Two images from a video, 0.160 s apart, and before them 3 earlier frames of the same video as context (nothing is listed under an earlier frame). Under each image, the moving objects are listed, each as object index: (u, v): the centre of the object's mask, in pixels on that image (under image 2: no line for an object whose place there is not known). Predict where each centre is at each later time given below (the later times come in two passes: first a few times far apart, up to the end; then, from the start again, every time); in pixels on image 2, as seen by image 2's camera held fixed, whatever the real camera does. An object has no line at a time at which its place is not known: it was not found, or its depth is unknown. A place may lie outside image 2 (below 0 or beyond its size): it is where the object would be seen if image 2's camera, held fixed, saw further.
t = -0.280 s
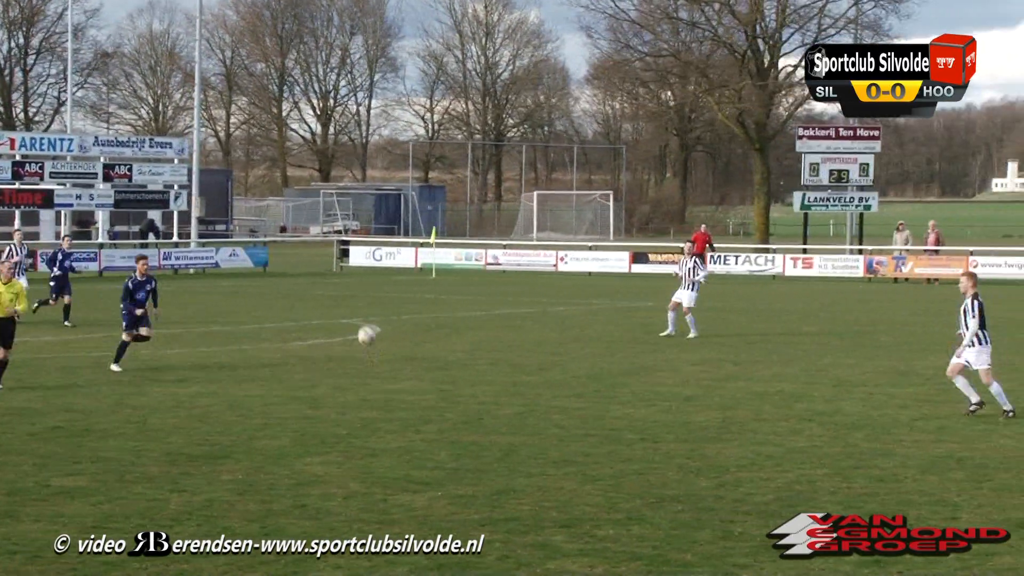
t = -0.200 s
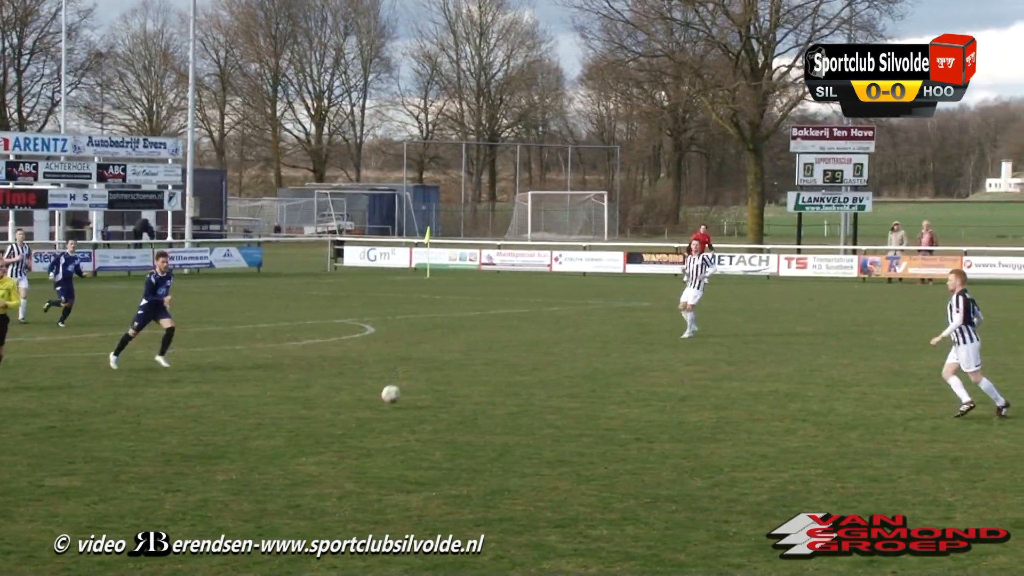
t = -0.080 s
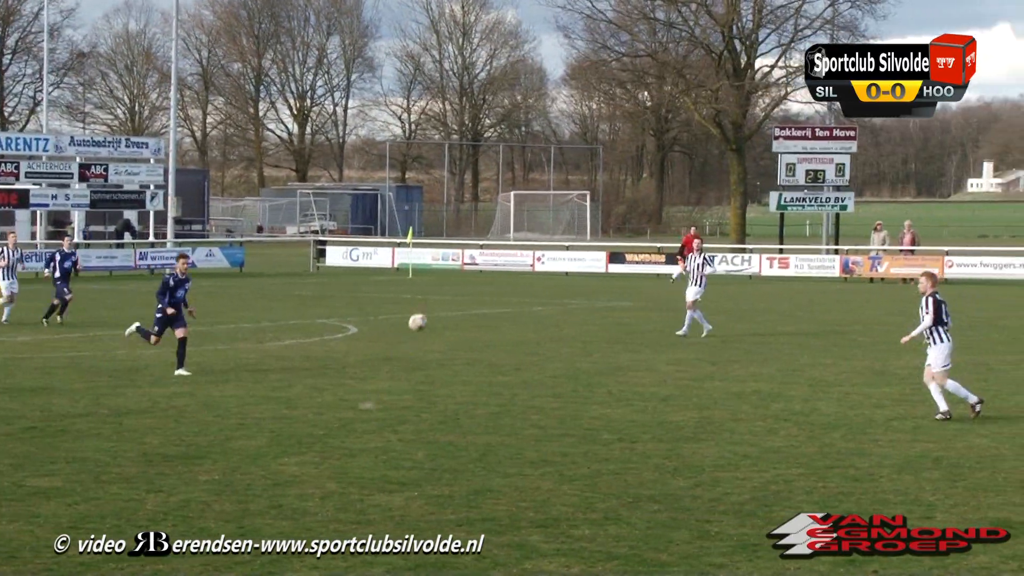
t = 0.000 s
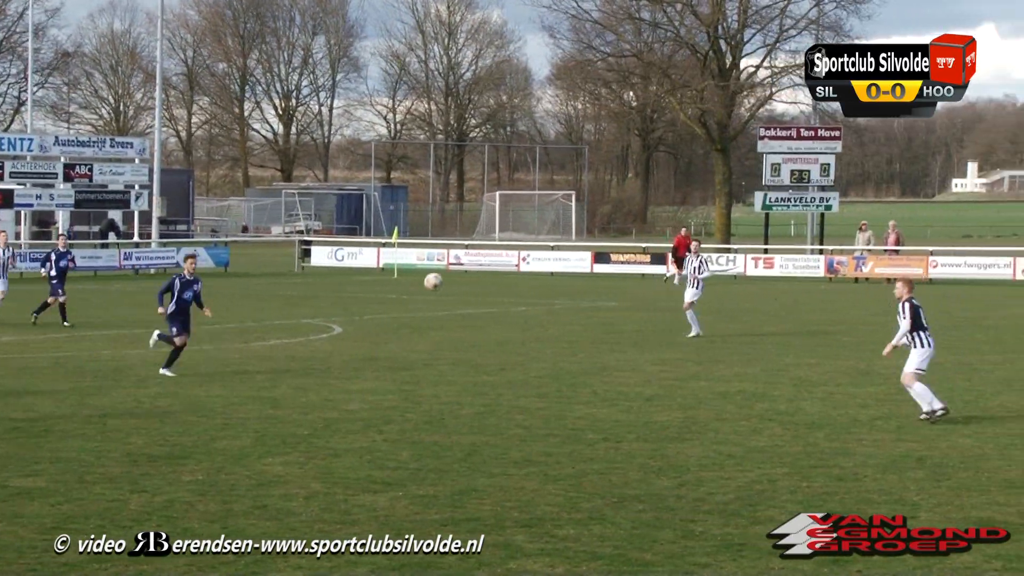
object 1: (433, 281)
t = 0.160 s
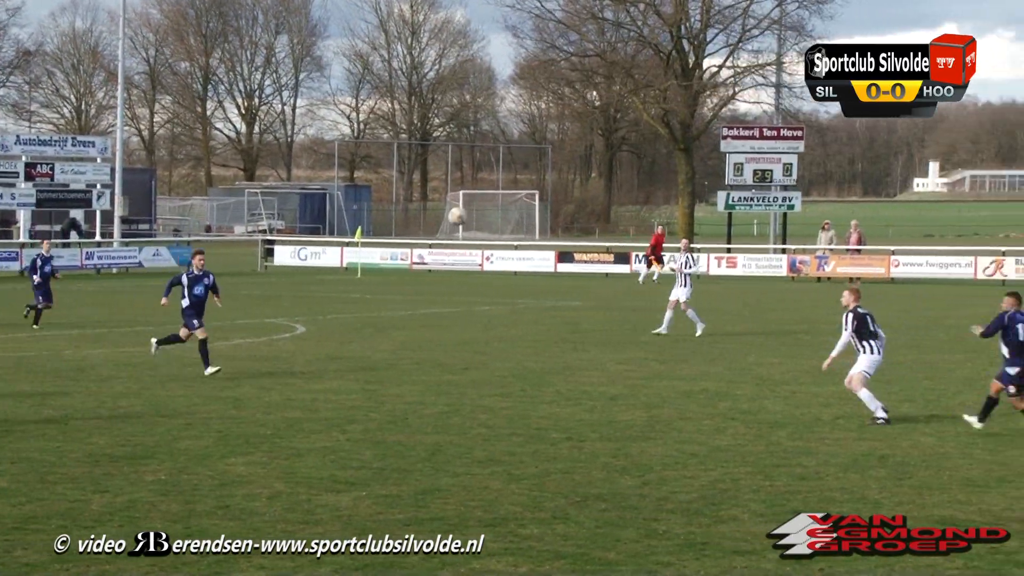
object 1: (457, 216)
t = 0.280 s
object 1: (502, 181)
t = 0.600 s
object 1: (621, 150)
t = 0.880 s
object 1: (719, 194)
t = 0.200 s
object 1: (472, 203)
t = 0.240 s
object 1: (487, 192)
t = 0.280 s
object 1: (502, 181)
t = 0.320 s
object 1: (517, 172)
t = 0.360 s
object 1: (532, 165)
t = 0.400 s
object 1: (547, 159)
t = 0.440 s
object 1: (562, 154)
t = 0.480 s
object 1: (577, 151)
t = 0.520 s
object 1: (591, 150)
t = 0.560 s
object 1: (606, 149)
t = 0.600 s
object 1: (621, 150)
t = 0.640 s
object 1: (635, 152)
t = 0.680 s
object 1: (649, 155)
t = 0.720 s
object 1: (664, 160)
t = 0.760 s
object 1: (678, 166)
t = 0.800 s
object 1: (692, 174)
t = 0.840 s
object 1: (706, 183)
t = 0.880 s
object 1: (719, 194)
